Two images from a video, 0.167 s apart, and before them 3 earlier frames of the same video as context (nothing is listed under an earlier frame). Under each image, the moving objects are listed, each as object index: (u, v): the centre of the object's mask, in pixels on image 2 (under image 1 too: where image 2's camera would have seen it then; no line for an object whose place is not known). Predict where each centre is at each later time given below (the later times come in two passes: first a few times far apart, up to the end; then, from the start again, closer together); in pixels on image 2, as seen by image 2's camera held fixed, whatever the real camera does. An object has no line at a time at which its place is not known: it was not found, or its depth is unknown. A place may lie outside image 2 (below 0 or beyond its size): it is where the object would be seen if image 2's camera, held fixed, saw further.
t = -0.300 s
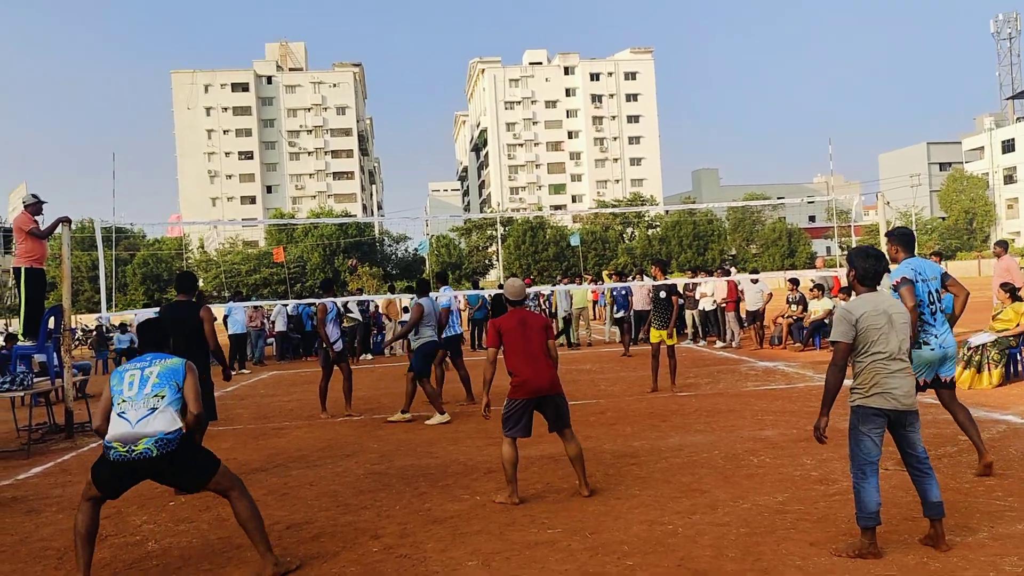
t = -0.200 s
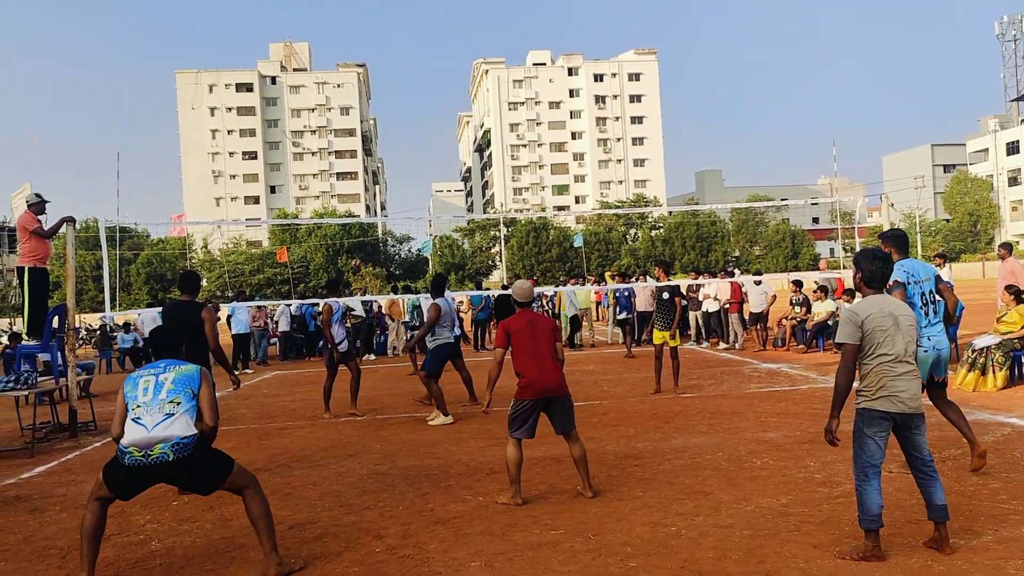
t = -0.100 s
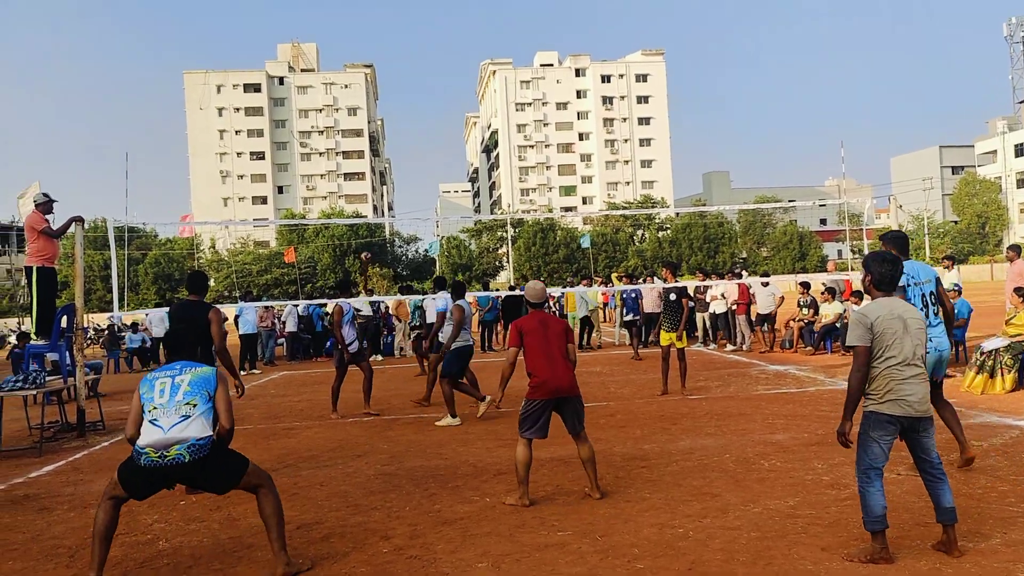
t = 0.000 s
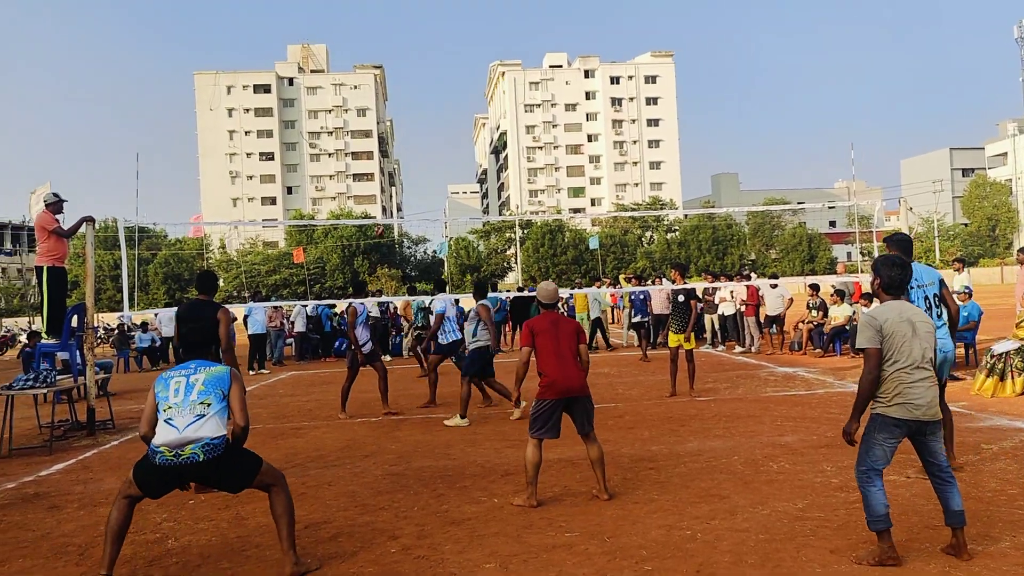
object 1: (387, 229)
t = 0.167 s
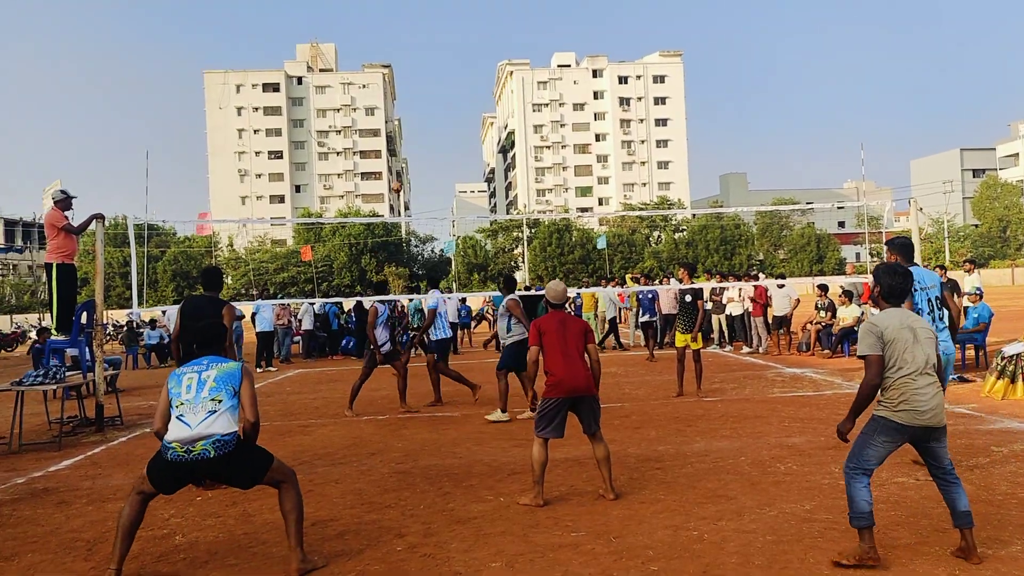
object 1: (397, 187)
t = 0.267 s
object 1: (404, 164)
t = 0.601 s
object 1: (446, 116)
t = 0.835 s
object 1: (494, 123)
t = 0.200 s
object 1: (399, 179)
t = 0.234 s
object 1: (402, 172)
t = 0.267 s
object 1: (404, 164)
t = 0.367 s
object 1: (414, 144)
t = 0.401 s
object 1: (418, 138)
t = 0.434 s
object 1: (422, 133)
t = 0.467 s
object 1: (426, 129)
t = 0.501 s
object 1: (431, 124)
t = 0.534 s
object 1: (435, 121)
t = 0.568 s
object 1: (441, 118)
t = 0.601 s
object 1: (446, 116)
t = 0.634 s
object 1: (451, 115)
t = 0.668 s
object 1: (458, 114)
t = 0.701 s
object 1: (464, 114)
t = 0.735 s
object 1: (471, 114)
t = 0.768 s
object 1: (479, 116)
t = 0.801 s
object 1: (486, 119)
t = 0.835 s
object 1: (494, 123)
